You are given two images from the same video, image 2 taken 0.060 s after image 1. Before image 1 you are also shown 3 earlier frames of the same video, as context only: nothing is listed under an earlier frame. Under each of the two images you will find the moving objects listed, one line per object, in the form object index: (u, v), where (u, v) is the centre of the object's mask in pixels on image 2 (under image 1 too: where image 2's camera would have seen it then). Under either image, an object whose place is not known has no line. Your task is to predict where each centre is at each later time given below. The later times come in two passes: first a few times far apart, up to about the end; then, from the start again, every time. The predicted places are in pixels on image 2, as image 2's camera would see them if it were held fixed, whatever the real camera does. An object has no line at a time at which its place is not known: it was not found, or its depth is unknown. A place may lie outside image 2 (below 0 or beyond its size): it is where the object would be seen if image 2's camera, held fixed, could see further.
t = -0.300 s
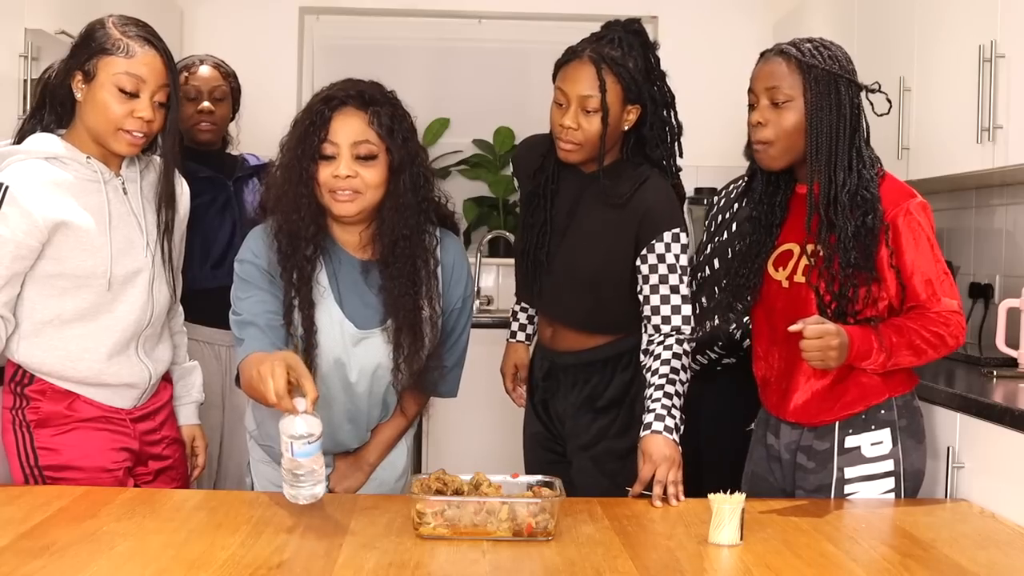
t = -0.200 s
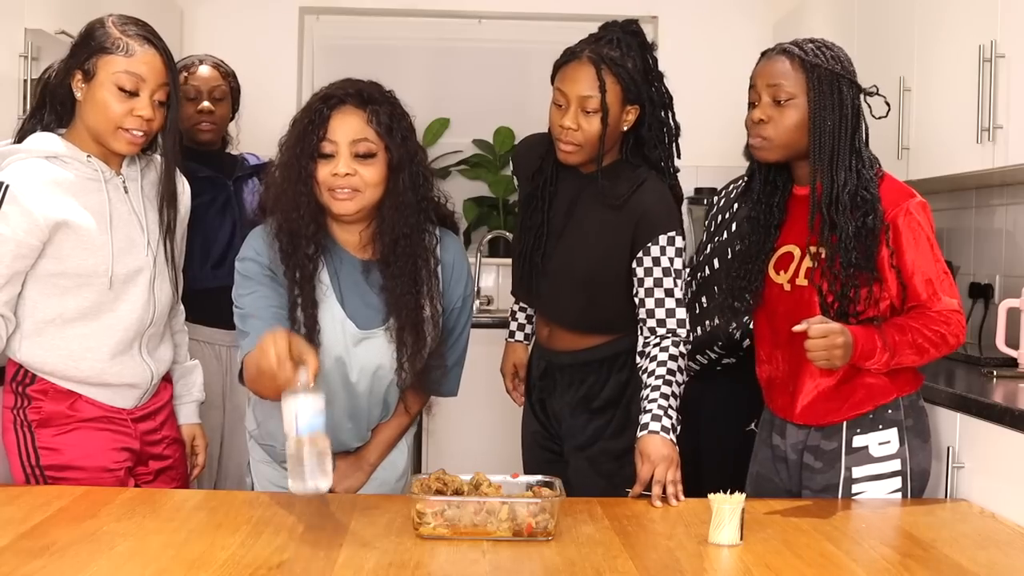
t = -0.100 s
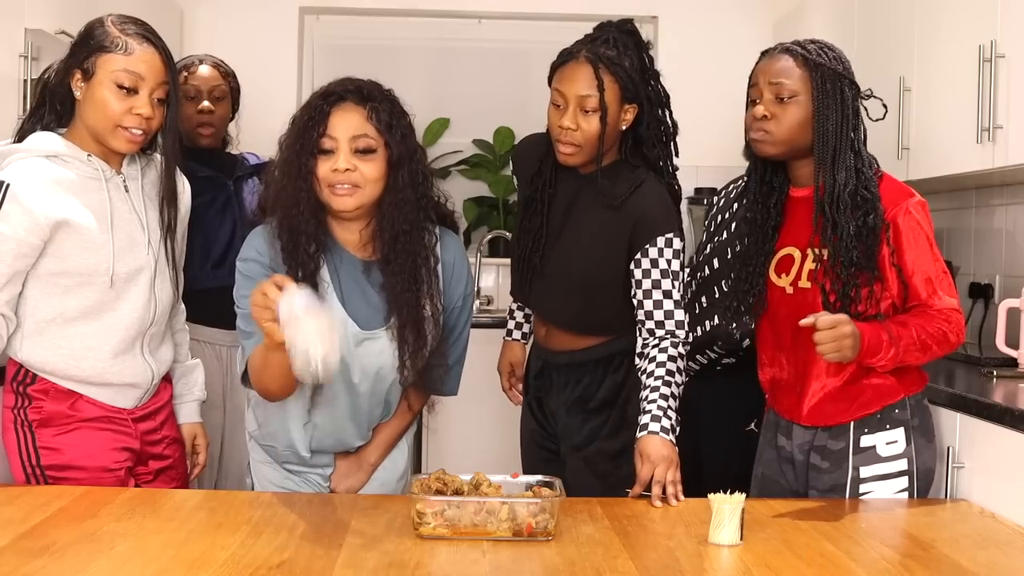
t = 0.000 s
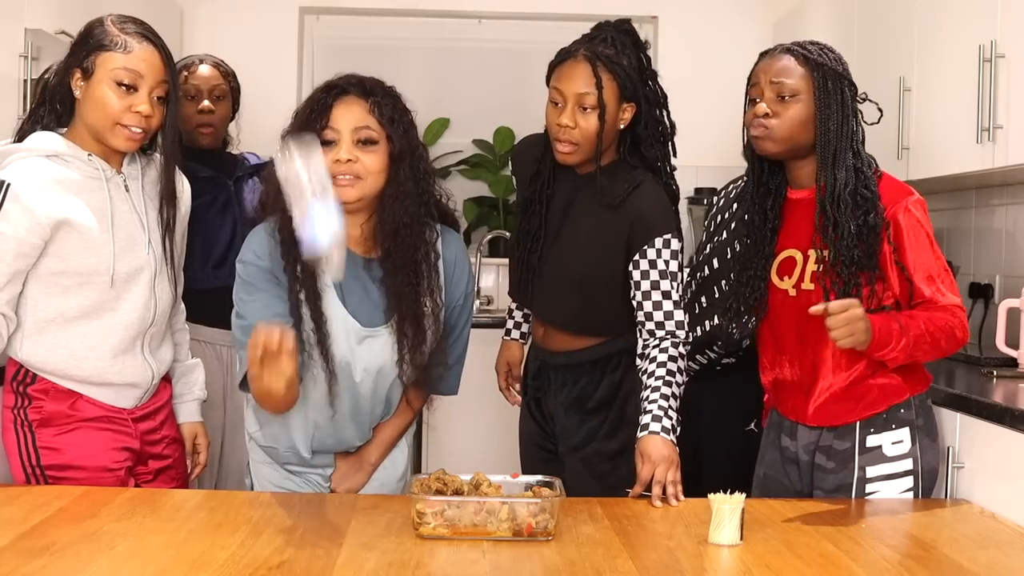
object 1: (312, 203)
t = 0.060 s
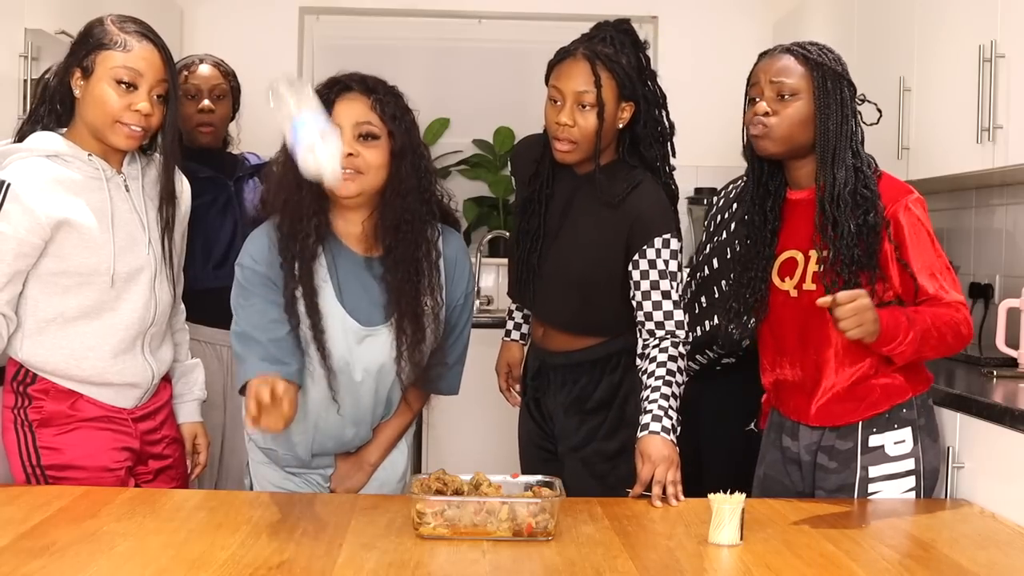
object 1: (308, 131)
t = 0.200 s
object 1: (294, 72)
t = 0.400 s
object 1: (275, 248)
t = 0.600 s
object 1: (243, 526)
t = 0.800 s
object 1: (221, 529)
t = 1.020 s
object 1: (217, 529)
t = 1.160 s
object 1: (220, 529)
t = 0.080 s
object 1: (306, 113)
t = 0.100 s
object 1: (303, 98)
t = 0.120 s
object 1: (302, 87)
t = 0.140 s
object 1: (299, 79)
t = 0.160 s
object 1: (297, 73)
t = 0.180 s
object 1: (295, 71)
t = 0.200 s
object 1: (294, 72)
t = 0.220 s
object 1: (293, 75)
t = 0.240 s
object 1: (294, 80)
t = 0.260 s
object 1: (293, 89)
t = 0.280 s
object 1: (290, 103)
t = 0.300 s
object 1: (286, 123)
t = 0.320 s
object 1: (283, 144)
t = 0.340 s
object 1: (280, 165)
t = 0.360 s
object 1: (279, 191)
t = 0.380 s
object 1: (277, 218)
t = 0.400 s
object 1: (275, 248)
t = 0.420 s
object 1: (272, 283)
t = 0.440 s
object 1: (270, 321)
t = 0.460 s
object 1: (268, 361)
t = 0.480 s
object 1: (266, 405)
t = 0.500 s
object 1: (264, 453)
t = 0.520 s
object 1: (261, 489)
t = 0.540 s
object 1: (254, 500)
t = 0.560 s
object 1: (246, 507)
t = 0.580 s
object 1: (244, 518)
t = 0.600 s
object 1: (243, 526)
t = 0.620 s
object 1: (240, 528)
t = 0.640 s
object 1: (236, 529)
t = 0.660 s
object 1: (233, 530)
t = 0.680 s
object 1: (230, 531)
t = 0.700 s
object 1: (228, 530)
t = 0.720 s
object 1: (226, 530)
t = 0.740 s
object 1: (225, 530)
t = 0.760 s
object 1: (223, 530)
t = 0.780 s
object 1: (222, 530)
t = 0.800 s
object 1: (221, 529)
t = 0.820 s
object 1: (220, 529)
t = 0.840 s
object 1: (220, 529)
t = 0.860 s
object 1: (219, 529)
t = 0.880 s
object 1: (219, 529)
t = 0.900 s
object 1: (219, 529)
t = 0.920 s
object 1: (218, 529)
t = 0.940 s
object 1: (218, 529)
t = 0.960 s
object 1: (218, 529)
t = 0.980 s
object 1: (217, 529)
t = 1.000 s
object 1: (217, 529)
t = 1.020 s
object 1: (217, 529)
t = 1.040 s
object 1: (217, 529)
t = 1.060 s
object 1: (217, 529)
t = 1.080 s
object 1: (217, 529)
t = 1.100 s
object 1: (218, 529)
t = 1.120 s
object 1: (219, 529)
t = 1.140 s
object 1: (220, 529)
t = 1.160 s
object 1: (220, 529)
